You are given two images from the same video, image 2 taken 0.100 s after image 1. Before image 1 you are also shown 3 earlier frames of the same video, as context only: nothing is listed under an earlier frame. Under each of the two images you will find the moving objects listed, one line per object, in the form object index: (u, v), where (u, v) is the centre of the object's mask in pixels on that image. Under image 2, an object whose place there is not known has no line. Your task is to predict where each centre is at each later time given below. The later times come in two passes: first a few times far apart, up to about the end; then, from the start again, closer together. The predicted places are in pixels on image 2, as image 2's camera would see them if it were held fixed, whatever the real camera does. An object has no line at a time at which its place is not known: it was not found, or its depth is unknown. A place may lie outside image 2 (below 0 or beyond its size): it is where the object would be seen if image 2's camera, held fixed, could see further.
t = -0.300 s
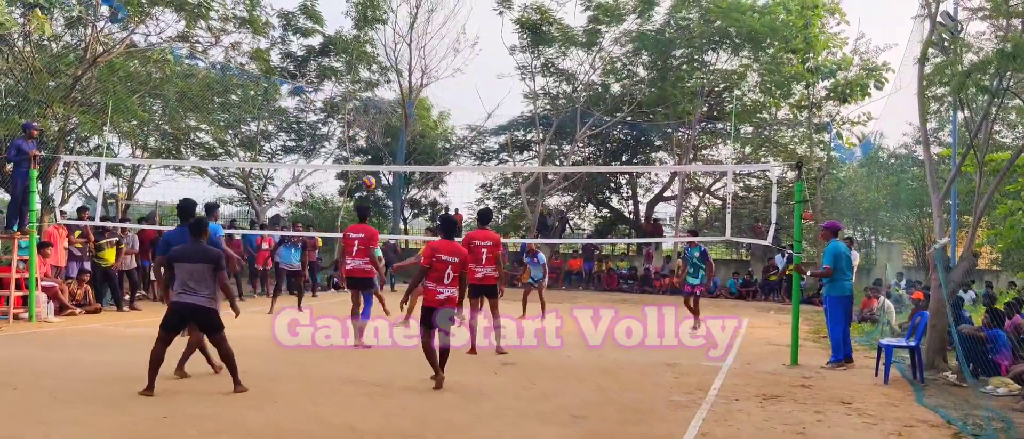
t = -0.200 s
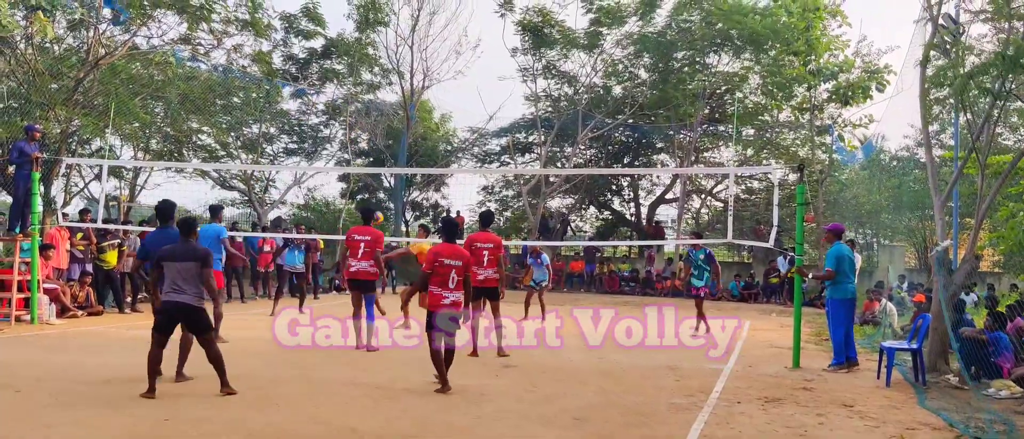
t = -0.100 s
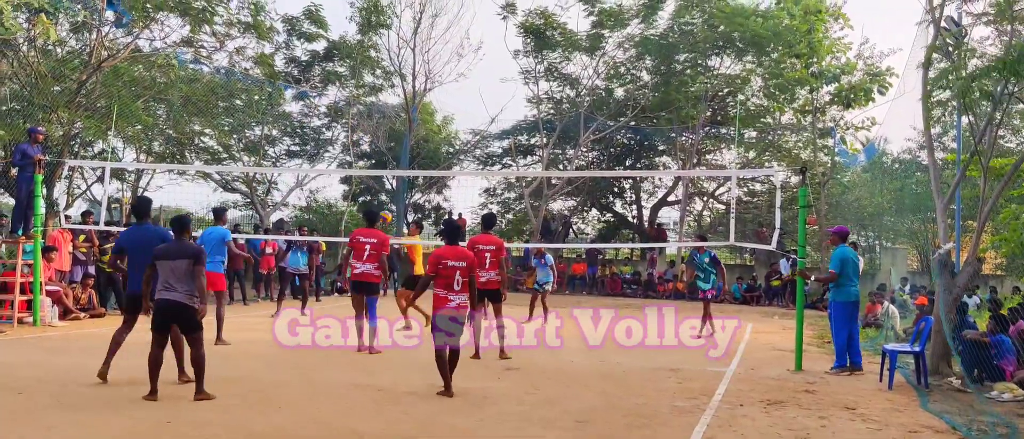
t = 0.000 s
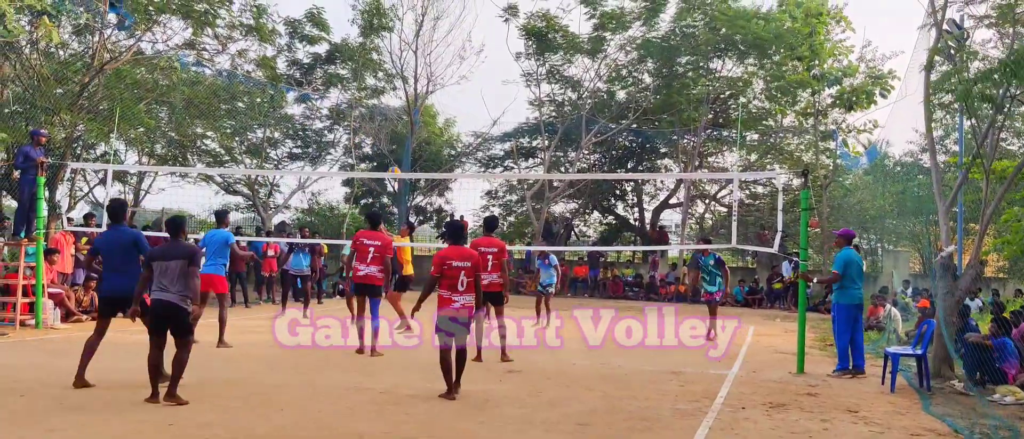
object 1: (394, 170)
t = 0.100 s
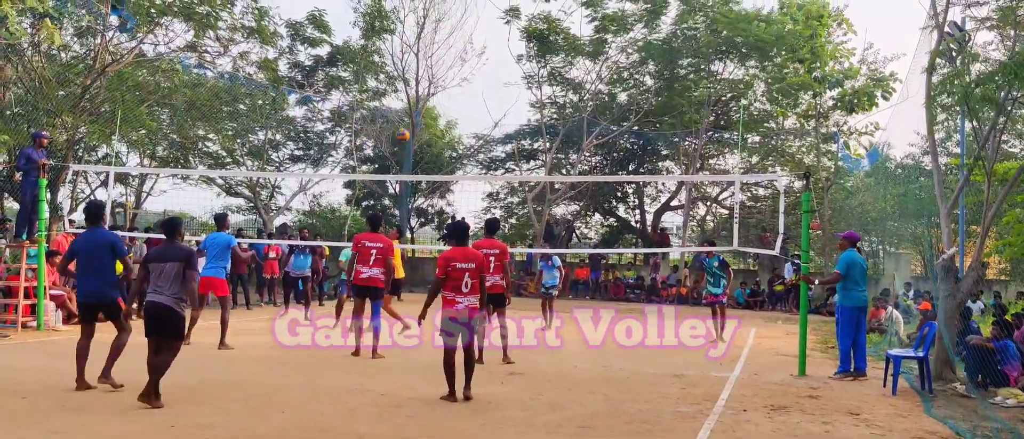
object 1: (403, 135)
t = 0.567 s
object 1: (434, 29)
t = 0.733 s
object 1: (444, 23)
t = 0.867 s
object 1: (453, 30)
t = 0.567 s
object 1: (434, 29)
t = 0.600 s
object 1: (436, 27)
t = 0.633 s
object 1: (438, 25)
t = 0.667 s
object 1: (440, 24)
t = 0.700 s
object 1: (442, 23)
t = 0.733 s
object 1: (444, 23)
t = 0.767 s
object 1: (446, 23)
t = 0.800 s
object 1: (449, 25)
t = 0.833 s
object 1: (451, 27)
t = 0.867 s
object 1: (453, 30)
